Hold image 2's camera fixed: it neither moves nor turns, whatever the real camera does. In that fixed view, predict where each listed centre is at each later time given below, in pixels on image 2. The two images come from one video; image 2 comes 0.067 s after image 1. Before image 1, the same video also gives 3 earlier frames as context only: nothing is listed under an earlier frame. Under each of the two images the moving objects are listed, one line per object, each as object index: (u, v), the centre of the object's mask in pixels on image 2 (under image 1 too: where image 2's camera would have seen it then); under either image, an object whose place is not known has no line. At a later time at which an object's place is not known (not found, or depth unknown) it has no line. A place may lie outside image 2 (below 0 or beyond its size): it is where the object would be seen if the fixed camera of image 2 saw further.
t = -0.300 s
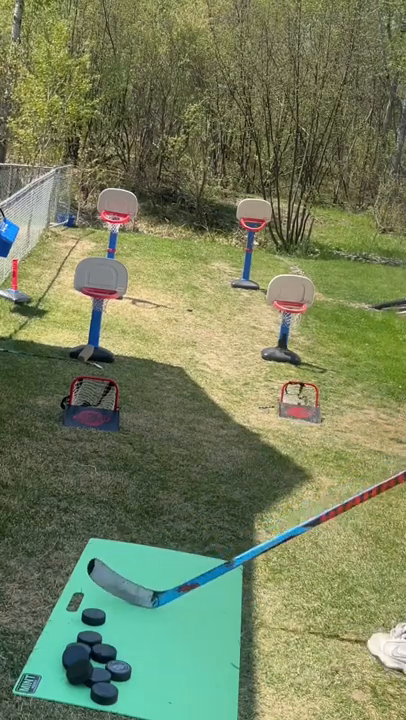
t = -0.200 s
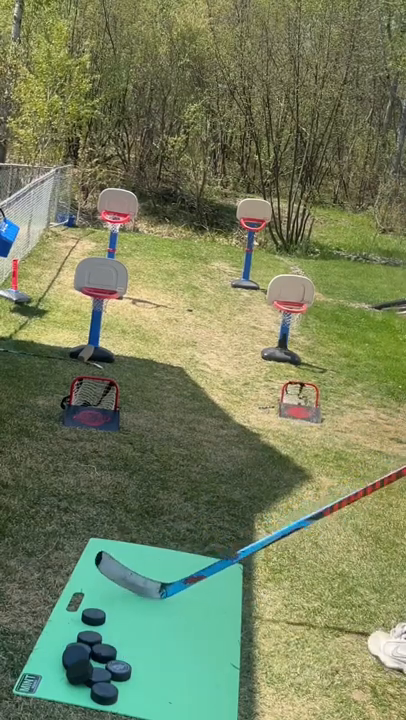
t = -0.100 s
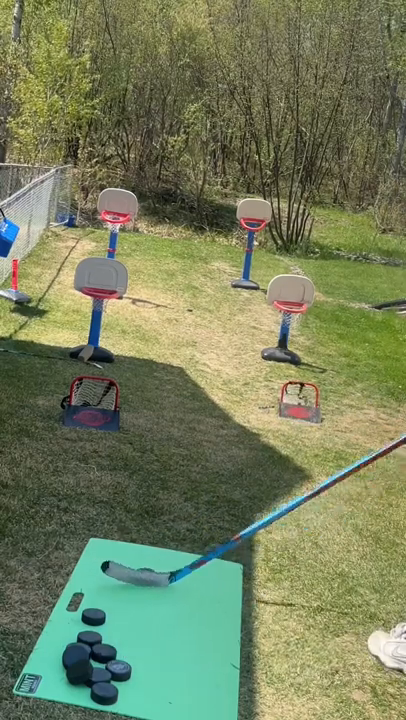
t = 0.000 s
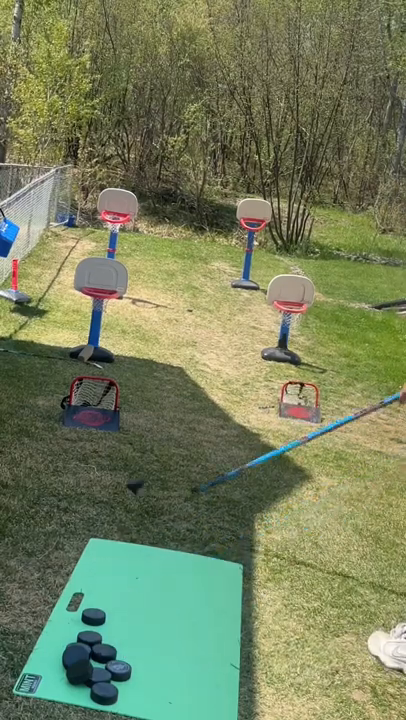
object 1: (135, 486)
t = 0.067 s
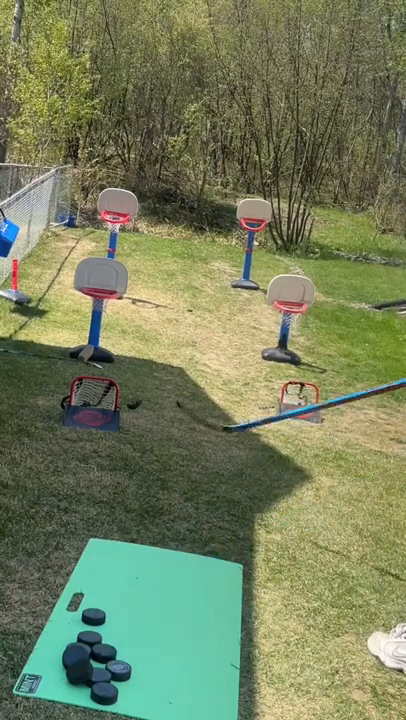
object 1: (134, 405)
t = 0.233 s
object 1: (126, 296)
